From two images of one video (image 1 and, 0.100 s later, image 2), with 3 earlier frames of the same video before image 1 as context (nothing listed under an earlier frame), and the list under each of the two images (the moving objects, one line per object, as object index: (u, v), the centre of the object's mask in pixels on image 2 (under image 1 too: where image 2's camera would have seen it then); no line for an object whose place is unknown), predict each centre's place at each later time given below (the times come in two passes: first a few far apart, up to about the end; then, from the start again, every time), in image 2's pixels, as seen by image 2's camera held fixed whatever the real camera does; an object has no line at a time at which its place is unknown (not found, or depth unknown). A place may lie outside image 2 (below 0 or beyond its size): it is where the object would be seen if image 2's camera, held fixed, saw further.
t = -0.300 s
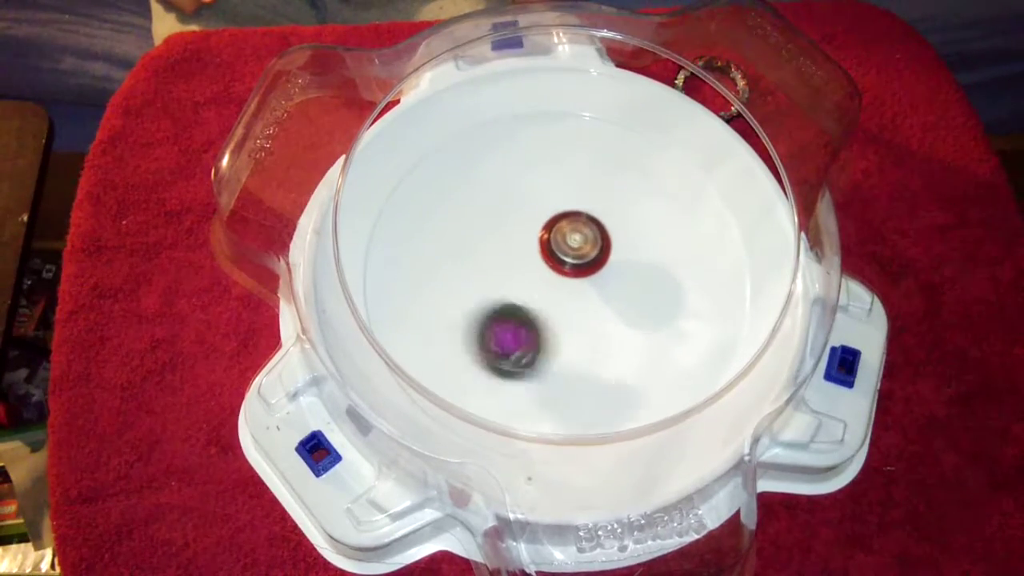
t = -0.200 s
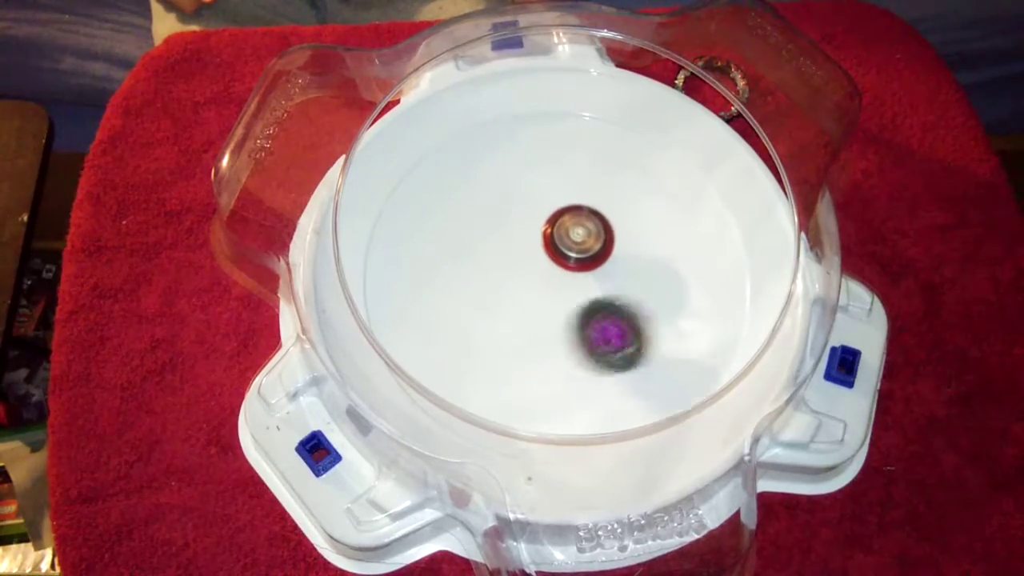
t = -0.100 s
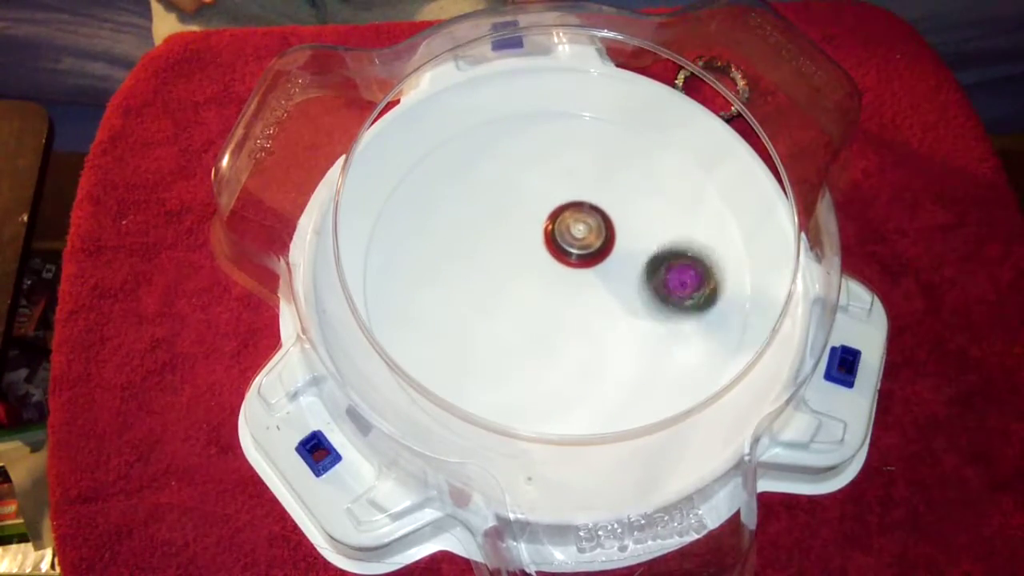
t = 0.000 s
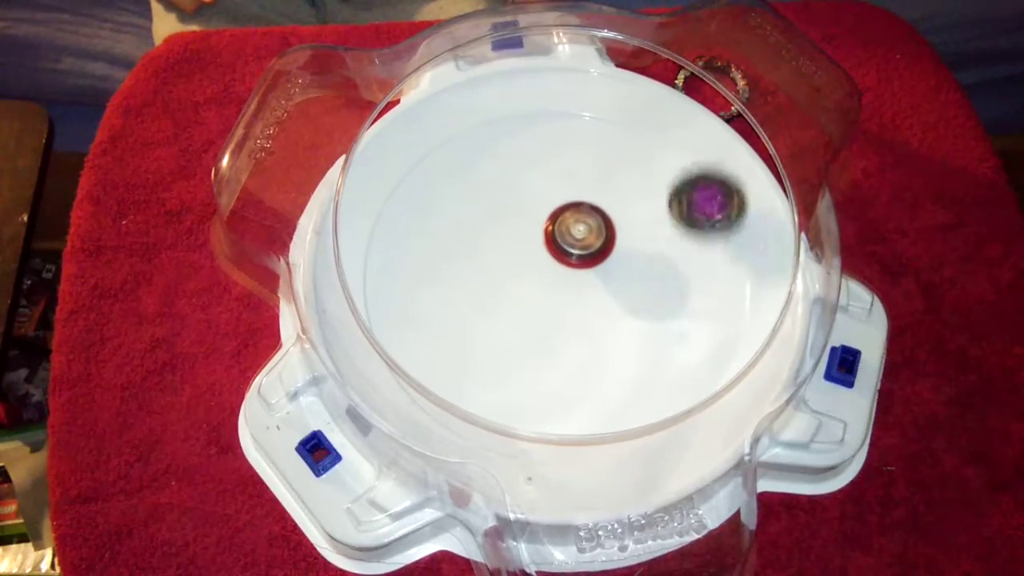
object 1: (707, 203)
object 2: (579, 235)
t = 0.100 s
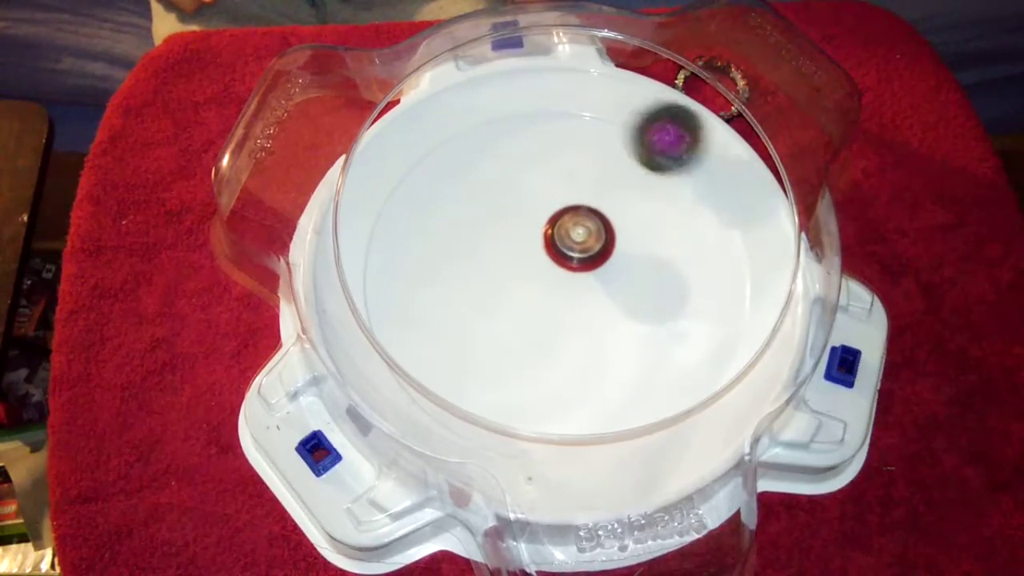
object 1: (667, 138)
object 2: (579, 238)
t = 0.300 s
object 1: (504, 147)
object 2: (575, 251)
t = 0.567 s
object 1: (533, 358)
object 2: (571, 274)
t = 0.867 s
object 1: (741, 285)
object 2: (564, 292)
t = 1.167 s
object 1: (535, 172)
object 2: (558, 286)
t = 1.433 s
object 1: (407, 322)
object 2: (553, 269)
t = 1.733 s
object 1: (625, 377)
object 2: (547, 251)
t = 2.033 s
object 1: (615, 157)
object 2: (549, 249)
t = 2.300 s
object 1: (436, 151)
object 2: (556, 256)
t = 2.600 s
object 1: (549, 343)
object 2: (567, 263)
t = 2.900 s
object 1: (729, 221)
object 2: (573, 267)
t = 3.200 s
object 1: (535, 160)
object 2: (569, 271)
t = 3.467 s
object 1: (489, 351)
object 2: (563, 273)
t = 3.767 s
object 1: (690, 363)
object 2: (554, 267)
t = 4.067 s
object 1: (591, 178)
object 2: (545, 256)
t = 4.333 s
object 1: (406, 199)
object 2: (543, 254)
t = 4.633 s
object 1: (516, 363)
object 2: (552, 261)
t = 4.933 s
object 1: (681, 225)
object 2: (567, 267)
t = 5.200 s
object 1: (576, 108)
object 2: (574, 269)
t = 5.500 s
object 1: (478, 284)
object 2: (572, 269)
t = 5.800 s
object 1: (662, 381)
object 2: (564, 267)
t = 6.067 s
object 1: (682, 226)
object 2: (555, 264)
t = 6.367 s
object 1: (475, 190)
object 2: (551, 264)
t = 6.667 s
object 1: (438, 349)
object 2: (554, 262)
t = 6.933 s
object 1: (627, 313)
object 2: (561, 262)
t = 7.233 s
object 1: (627, 139)
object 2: (567, 263)
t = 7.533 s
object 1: (469, 194)
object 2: (569, 265)
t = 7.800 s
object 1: (550, 353)
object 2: (566, 267)
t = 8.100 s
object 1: (714, 300)
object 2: (560, 267)
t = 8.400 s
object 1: (563, 192)
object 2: (555, 266)
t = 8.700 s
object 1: (416, 280)
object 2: (555, 264)
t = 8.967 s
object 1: (554, 354)
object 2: (558, 262)
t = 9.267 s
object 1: (654, 208)
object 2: (547, 255)
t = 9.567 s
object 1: (529, 144)
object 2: (556, 261)
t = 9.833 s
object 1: (502, 299)
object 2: (570, 264)
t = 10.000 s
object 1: (582, 367)
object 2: (574, 265)
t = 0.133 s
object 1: (642, 125)
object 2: (578, 240)
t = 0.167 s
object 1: (615, 115)
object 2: (578, 242)
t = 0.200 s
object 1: (585, 112)
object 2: (577, 244)
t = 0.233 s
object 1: (556, 116)
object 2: (576, 246)
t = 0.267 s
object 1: (528, 128)
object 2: (576, 248)
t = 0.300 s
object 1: (504, 147)
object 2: (575, 251)
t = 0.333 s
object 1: (486, 170)
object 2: (574, 254)
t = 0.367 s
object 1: (473, 199)
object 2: (574, 257)
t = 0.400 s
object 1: (467, 228)
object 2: (573, 260)
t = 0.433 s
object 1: (468, 258)
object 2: (573, 263)
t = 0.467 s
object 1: (476, 287)
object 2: (572, 266)
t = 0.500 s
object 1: (490, 314)
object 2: (572, 269)
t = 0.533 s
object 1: (510, 339)
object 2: (571, 271)
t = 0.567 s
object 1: (533, 358)
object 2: (571, 274)
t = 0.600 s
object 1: (560, 373)
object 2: (570, 277)
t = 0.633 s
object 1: (590, 383)
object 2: (569, 279)
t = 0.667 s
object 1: (622, 387)
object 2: (568, 282)
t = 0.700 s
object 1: (653, 383)
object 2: (567, 284)
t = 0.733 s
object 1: (681, 372)
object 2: (567, 286)
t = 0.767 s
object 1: (708, 357)
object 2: (566, 288)
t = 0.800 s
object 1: (726, 335)
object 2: (566, 290)
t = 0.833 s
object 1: (738, 311)
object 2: (565, 291)
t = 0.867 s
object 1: (741, 285)
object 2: (564, 292)
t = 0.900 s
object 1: (737, 258)
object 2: (564, 292)
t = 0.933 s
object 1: (725, 233)
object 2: (563, 293)
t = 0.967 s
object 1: (705, 209)
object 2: (563, 292)
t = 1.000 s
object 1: (681, 192)
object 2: (562, 292)
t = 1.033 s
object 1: (654, 179)
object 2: (561, 291)
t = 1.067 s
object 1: (625, 170)
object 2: (560, 290)
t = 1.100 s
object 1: (594, 167)
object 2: (560, 289)
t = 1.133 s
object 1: (564, 168)
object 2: (559, 288)
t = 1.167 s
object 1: (535, 172)
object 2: (558, 286)
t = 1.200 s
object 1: (507, 181)
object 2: (558, 285)
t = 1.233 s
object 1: (482, 193)
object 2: (557, 283)
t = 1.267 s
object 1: (459, 208)
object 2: (557, 281)
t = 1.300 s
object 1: (440, 226)
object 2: (556, 279)
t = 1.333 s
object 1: (424, 247)
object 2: (556, 276)
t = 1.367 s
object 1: (412, 270)
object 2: (555, 274)
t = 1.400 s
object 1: (405, 296)
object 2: (554, 271)
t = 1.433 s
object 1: (407, 322)
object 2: (553, 269)
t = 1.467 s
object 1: (413, 347)
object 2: (552, 266)
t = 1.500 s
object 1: (426, 372)
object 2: (552, 264)
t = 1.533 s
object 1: (447, 393)
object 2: (551, 262)
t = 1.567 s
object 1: (476, 410)
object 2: (550, 259)
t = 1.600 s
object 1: (508, 418)
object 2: (550, 257)
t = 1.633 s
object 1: (541, 418)
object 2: (549, 255)
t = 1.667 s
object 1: (573, 410)
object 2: (548, 253)
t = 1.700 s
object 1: (600, 397)
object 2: (548, 252)
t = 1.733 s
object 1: (625, 377)
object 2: (547, 251)
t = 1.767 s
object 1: (643, 354)
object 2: (546, 250)
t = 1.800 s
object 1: (656, 329)
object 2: (545, 249)
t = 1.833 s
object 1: (663, 303)
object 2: (545, 249)
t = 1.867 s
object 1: (666, 276)
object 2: (545, 249)
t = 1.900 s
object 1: (663, 249)
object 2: (546, 249)
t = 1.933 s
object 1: (656, 223)
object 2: (547, 249)
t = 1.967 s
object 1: (646, 200)
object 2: (547, 249)
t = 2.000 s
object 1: (632, 177)
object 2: (548, 248)
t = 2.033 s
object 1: (615, 157)
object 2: (549, 249)
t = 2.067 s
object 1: (597, 140)
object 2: (549, 249)
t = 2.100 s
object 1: (575, 126)
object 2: (550, 250)
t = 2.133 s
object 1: (552, 115)
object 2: (551, 251)
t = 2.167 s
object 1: (527, 109)
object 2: (552, 252)
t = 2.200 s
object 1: (501, 107)
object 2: (553, 253)
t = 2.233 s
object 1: (479, 116)
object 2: (554, 254)
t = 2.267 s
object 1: (457, 131)
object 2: (555, 255)
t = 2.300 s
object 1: (436, 151)
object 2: (556, 256)
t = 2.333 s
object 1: (422, 173)
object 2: (558, 257)
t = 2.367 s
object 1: (414, 200)
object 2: (559, 257)
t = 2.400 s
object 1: (414, 229)
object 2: (560, 258)
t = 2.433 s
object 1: (423, 258)
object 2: (562, 259)
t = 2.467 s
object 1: (440, 286)
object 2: (563, 260)
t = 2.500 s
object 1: (462, 308)
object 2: (564, 261)
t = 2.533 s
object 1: (488, 325)
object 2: (565, 261)
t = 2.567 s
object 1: (517, 337)
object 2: (566, 262)
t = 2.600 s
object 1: (549, 343)
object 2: (567, 263)
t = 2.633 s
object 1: (580, 345)
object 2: (569, 263)
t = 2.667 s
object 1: (610, 341)
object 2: (570, 264)
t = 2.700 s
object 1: (639, 333)
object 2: (571, 265)
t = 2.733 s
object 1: (662, 322)
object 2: (572, 265)
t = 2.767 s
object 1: (684, 306)
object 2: (573, 266)
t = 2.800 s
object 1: (702, 288)
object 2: (573, 266)
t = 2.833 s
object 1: (716, 267)
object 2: (573, 267)
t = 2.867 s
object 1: (725, 245)
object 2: (574, 267)
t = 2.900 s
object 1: (729, 221)
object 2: (573, 267)
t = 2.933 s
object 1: (726, 199)
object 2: (573, 267)
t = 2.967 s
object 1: (711, 180)
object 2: (573, 268)
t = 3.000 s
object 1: (692, 162)
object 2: (572, 268)
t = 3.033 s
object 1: (669, 148)
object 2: (572, 268)
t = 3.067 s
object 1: (643, 138)
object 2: (571, 269)
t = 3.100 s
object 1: (617, 134)
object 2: (571, 269)
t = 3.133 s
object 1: (588, 137)
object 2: (570, 270)
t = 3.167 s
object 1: (560, 146)
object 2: (570, 270)
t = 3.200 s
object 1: (535, 160)
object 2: (569, 271)
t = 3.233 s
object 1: (513, 179)
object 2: (569, 271)
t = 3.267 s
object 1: (495, 201)
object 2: (568, 272)
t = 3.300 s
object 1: (482, 224)
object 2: (567, 272)
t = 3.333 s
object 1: (474, 250)
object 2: (566, 272)
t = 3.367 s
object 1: (471, 276)
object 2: (565, 273)
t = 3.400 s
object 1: (472, 302)
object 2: (565, 273)
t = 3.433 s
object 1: (477, 327)
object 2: (564, 273)
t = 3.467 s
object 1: (489, 351)
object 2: (563, 273)
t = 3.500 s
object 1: (504, 372)
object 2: (562, 272)
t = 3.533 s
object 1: (523, 390)
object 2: (561, 272)
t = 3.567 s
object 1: (547, 402)
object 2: (560, 272)
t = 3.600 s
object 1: (573, 412)
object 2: (560, 271)
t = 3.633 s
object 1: (600, 415)
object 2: (559, 270)
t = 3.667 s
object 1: (628, 411)
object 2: (558, 270)
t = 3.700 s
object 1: (653, 400)
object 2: (557, 269)
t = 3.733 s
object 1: (674, 384)
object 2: (555, 268)
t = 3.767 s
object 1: (690, 363)
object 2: (554, 267)
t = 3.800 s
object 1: (699, 339)
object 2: (553, 265)
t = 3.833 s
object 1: (701, 313)
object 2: (552, 264)
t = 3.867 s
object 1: (698, 287)
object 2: (551, 263)
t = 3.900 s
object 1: (688, 262)
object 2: (550, 261)
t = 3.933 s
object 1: (674, 241)
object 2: (548, 260)
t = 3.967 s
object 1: (656, 220)
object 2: (547, 259)
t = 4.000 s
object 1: (635, 203)
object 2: (546, 258)
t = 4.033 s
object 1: (614, 189)
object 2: (545, 257)
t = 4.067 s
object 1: (591, 178)
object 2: (545, 256)
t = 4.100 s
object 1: (566, 170)
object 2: (544, 256)
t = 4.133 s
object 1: (541, 164)
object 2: (544, 255)
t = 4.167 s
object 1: (516, 161)
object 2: (544, 255)
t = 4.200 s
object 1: (491, 162)
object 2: (544, 254)
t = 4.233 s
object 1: (466, 165)
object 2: (544, 254)
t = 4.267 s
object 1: (444, 172)
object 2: (544, 254)
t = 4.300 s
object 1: (423, 183)
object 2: (543, 254)
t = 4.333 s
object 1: (406, 199)
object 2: (543, 254)
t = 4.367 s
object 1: (393, 217)
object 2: (543, 254)
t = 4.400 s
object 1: (386, 241)
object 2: (544, 255)
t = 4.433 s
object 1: (385, 266)
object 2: (544, 256)
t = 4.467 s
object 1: (393, 291)
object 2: (545, 257)
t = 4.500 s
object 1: (407, 315)
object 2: (546, 257)
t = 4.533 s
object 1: (429, 336)
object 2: (548, 258)
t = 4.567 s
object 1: (457, 351)
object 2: (549, 259)
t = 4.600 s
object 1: (486, 359)
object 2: (551, 260)
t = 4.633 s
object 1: (516, 363)
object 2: (552, 261)
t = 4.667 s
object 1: (546, 360)
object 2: (554, 262)
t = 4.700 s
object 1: (575, 352)
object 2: (556, 263)
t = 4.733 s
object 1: (601, 341)
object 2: (557, 264)
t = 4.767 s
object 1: (622, 327)
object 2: (559, 265)
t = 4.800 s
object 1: (640, 311)
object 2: (561, 265)
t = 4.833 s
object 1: (657, 290)
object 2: (562, 266)
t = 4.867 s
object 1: (668, 269)
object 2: (564, 266)
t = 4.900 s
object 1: (676, 247)
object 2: (566, 267)
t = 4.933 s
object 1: (681, 225)
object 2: (567, 267)
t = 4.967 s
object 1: (681, 202)
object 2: (568, 267)
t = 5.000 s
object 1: (678, 182)
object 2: (569, 268)
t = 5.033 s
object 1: (670, 161)
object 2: (570, 268)
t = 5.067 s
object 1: (658, 142)
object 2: (571, 268)
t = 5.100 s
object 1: (643, 127)
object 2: (572, 268)
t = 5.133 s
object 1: (624, 115)
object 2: (573, 269)
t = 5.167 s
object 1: (601, 108)
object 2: (573, 269)
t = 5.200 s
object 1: (576, 108)
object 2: (574, 269)
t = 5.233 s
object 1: (550, 113)
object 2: (574, 269)
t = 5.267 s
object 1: (527, 124)
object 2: (574, 269)
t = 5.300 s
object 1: (507, 139)
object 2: (574, 269)
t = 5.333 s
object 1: (490, 160)
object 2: (574, 269)
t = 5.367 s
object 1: (478, 184)
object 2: (574, 269)
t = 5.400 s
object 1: (471, 208)
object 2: (573, 269)
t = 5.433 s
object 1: (468, 233)
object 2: (573, 269)
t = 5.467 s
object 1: (471, 260)
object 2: (573, 269)
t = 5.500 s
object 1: (478, 284)
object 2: (572, 269)
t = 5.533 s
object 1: (488, 309)
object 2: (571, 269)
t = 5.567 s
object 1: (502, 329)
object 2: (570, 268)
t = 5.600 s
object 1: (520, 348)
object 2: (570, 268)
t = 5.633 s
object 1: (541, 364)
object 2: (569, 268)
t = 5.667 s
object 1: (562, 376)
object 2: (568, 268)
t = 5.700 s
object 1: (587, 385)
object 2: (567, 268)
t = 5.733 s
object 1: (612, 389)
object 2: (566, 267)
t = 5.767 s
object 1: (639, 388)
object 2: (565, 267)
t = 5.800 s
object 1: (662, 381)
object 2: (564, 267)
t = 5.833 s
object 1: (683, 370)
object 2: (562, 266)
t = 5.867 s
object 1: (702, 354)
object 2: (561, 266)
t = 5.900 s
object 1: (715, 334)
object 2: (560, 266)
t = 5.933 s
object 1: (721, 312)
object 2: (559, 265)
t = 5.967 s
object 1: (719, 289)
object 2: (558, 265)
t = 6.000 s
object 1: (713, 267)
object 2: (557, 265)
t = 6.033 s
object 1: (699, 245)
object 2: (556, 265)
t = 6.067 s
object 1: (682, 226)
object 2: (555, 264)
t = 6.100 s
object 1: (663, 211)
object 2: (554, 264)
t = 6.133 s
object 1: (640, 199)
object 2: (553, 264)
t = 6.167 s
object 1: (618, 190)
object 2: (553, 264)
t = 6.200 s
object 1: (593, 184)
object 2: (552, 264)
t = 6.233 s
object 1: (568, 180)
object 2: (552, 264)
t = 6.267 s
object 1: (544, 179)
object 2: (552, 264)
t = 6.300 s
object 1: (520, 180)
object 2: (551, 264)
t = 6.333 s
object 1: (497, 184)
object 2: (551, 264)
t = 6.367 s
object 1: (475, 190)
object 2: (551, 264)
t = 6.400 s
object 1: (454, 200)
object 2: (551, 264)
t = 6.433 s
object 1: (436, 212)
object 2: (551, 264)
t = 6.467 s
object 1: (421, 227)
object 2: (551, 263)
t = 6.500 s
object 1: (409, 245)
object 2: (552, 263)
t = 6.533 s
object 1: (402, 265)
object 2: (552, 263)
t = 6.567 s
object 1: (400, 287)
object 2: (553, 263)
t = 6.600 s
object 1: (405, 309)
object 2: (553, 263)
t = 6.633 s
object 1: (418, 330)
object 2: (554, 262)
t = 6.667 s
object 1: (438, 349)
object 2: (554, 262)
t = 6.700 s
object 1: (462, 363)
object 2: (555, 262)
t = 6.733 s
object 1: (489, 369)
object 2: (556, 262)
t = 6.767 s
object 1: (515, 370)
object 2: (557, 262)
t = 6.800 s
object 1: (544, 366)
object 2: (557, 262)
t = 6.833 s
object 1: (569, 358)
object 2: (558, 262)
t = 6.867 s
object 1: (592, 345)
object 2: (559, 262)
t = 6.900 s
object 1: (612, 331)
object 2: (560, 262)
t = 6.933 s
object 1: (627, 313)
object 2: (561, 262)
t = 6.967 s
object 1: (639, 295)
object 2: (562, 262)
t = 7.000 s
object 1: (648, 275)
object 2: (563, 262)
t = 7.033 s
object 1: (655, 253)
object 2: (564, 262)
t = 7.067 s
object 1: (658, 232)
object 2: (564, 262)
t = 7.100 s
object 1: (658, 211)
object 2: (565, 262)
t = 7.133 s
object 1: (655, 191)
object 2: (566, 262)
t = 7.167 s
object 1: (649, 172)
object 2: (566, 262)
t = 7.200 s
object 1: (640, 155)
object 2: (567, 262)
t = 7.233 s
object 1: (627, 139)
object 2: (567, 263)
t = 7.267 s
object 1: (611, 126)
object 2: (568, 263)
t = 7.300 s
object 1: (592, 117)
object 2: (568, 263)
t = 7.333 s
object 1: (570, 112)
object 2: (569, 263)
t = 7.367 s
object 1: (548, 113)
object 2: (569, 264)
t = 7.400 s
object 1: (527, 119)
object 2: (569, 264)
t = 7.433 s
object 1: (507, 132)
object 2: (569, 264)
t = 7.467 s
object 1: (490, 149)
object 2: (569, 264)
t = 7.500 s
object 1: (476, 171)
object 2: (569, 264)
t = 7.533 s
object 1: (469, 194)
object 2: (569, 265)
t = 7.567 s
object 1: (467, 219)
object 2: (569, 265)
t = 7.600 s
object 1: (469, 242)
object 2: (569, 265)
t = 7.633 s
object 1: (475, 265)
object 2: (568, 266)
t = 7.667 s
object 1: (485, 287)
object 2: (568, 266)
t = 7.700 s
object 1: (498, 308)
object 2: (568, 266)
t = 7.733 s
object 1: (512, 325)
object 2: (567, 266)
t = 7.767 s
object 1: (531, 341)
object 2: (567, 266)
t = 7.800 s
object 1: (550, 353)
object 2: (566, 267)
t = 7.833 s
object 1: (572, 363)
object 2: (565, 267)
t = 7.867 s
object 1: (594, 370)
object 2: (565, 267)
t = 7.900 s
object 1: (619, 372)
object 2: (564, 267)
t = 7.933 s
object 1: (642, 371)
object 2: (563, 267)
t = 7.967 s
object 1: (664, 365)
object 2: (563, 267)
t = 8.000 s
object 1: (683, 355)
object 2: (562, 268)
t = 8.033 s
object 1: (698, 340)
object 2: (561, 267)
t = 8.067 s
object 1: (708, 322)
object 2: (561, 267)
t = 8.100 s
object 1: (714, 300)
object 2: (560, 267)
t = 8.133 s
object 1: (712, 280)
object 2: (559, 267)
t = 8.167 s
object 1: (703, 259)
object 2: (559, 267)
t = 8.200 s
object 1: (690, 241)
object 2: (558, 267)
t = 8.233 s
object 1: (673, 225)
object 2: (558, 267)
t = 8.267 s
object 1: (653, 212)
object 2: (557, 267)
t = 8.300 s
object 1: (631, 203)
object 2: (557, 267)
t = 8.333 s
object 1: (610, 196)
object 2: (556, 267)
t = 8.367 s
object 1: (586, 193)
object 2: (556, 266)
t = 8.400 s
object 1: (563, 192)
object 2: (555, 266)
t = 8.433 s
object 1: (540, 193)
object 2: (555, 266)
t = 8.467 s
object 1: (517, 196)
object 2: (555, 266)
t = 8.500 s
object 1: (496, 201)
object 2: (555, 266)
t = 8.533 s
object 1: (477, 208)
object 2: (554, 265)
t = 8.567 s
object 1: (459, 218)
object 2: (554, 265)
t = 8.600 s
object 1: (444, 229)
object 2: (554, 265)
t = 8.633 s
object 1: (431, 244)
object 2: (554, 265)
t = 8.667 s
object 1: (421, 261)
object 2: (555, 264)
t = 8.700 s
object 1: (416, 280)
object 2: (555, 264)
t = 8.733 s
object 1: (417, 300)
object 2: (555, 264)
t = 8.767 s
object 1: (424, 321)
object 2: (555, 263)
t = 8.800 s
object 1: (438, 338)
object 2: (556, 263)
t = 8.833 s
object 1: (456, 352)
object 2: (556, 263)
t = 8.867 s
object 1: (480, 361)
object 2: (556, 263)
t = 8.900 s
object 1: (504, 363)
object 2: (557, 263)
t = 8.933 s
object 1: (531, 361)
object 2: (557, 262)
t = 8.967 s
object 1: (554, 354)
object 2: (558, 262)
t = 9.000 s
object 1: (576, 344)
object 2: (558, 262)
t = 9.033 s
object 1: (594, 330)
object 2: (559, 262)
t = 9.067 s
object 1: (609, 315)
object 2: (559, 262)
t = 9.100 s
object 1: (621, 298)
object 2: (559, 261)
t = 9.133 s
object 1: (633, 281)
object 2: (558, 259)
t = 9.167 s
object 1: (643, 264)
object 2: (554, 256)
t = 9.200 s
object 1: (650, 246)
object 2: (551, 254)
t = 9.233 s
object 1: (654, 227)
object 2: (548, 254)
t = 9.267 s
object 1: (654, 208)
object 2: (547, 255)
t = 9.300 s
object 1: (652, 190)
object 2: (545, 255)
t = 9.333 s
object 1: (646, 173)
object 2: (545, 257)
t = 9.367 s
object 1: (637, 158)
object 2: (546, 258)
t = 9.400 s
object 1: (623, 144)
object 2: (547, 259)
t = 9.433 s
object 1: (608, 135)
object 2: (548, 260)
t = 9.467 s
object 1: (589, 129)
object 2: (550, 260)
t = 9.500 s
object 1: (569, 129)
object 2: (552, 261)
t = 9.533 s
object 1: (548, 134)
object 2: (554, 261)
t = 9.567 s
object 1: (529, 144)
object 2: (556, 261)
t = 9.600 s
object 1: (512, 159)
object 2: (558, 262)
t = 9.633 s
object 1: (500, 178)
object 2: (560, 262)
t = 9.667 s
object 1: (491, 197)
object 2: (561, 262)
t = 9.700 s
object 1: (487, 218)
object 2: (563, 263)
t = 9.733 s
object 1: (486, 239)
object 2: (565, 263)
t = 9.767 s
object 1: (488, 260)
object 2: (567, 263)
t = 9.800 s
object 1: (494, 280)
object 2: (568, 263)
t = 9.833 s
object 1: (502, 299)
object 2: (570, 264)
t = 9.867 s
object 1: (514, 318)
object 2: (571, 264)
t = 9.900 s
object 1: (528, 333)
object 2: (572, 265)
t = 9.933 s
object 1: (544, 347)
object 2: (573, 265)
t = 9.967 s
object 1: (562, 359)
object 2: (573, 265)
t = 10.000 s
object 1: (582, 367)
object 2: (574, 265)
